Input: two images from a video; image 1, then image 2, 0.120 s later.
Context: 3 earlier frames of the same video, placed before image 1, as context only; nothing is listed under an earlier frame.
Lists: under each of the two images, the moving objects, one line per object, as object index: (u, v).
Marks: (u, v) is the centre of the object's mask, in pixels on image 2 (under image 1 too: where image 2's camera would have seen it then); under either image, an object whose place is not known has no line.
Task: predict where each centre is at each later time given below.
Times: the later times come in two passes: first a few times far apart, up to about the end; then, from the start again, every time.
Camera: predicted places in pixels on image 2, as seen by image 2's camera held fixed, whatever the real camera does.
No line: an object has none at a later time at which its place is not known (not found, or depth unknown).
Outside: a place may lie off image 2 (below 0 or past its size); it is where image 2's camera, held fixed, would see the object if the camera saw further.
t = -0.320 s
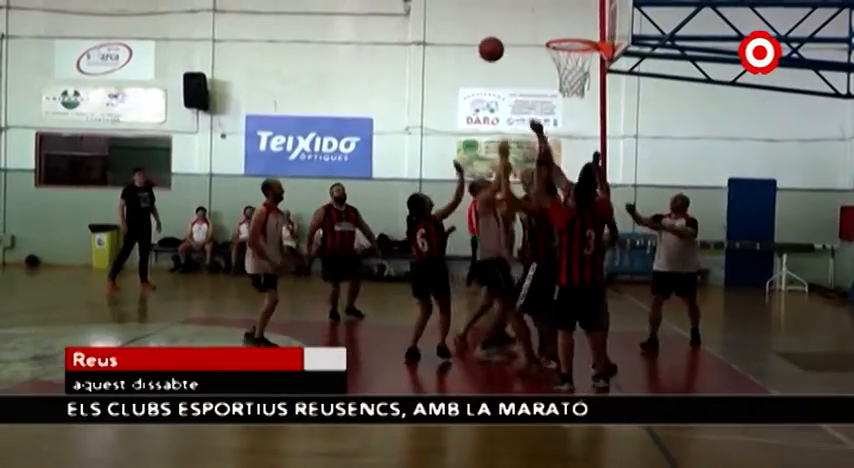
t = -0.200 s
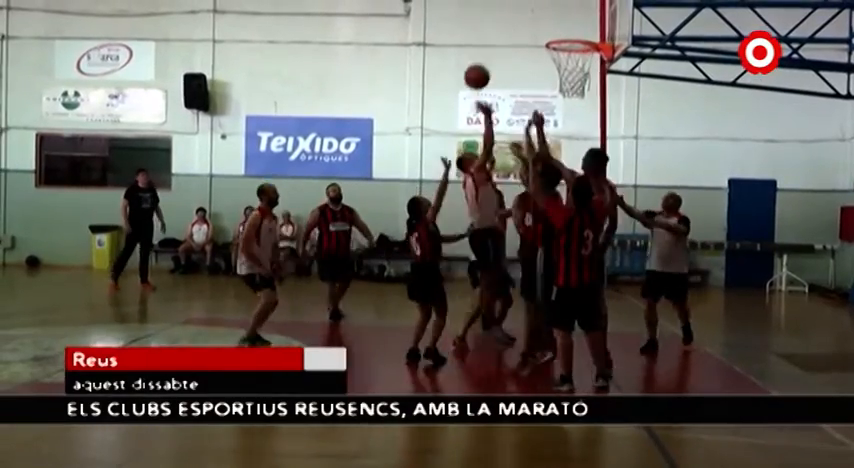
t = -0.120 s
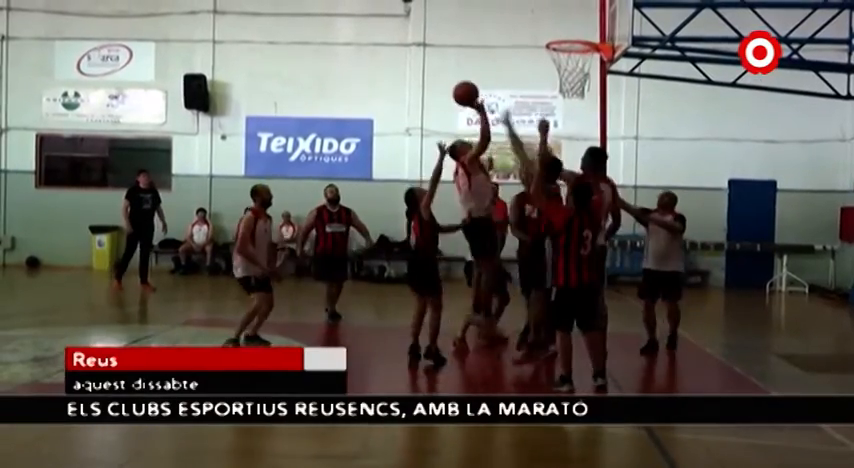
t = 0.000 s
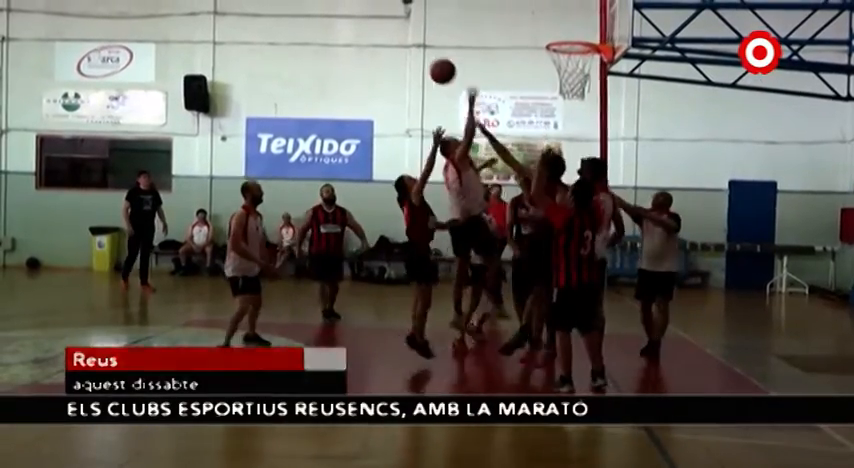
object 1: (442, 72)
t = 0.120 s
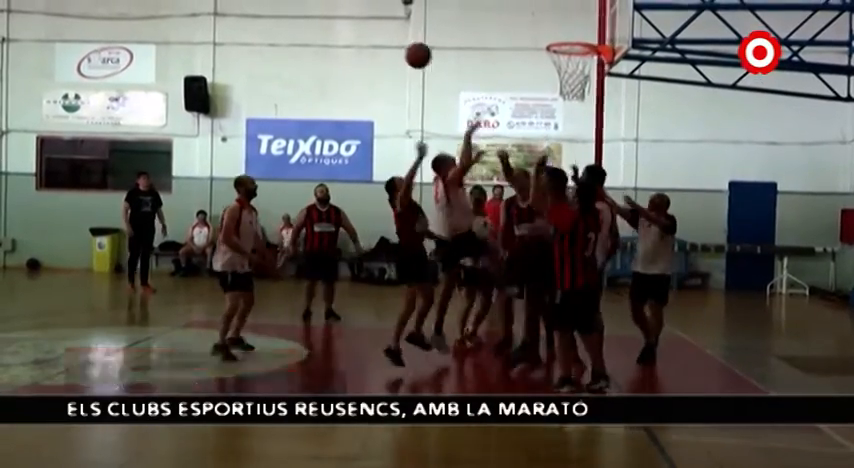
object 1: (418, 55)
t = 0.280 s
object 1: (385, 57)
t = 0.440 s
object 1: (351, 85)
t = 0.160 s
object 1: (409, 53)
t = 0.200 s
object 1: (401, 53)
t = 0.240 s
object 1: (393, 54)
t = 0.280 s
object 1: (385, 57)
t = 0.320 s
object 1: (376, 62)
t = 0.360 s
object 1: (368, 68)
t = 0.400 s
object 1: (359, 76)
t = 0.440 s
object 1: (351, 85)
